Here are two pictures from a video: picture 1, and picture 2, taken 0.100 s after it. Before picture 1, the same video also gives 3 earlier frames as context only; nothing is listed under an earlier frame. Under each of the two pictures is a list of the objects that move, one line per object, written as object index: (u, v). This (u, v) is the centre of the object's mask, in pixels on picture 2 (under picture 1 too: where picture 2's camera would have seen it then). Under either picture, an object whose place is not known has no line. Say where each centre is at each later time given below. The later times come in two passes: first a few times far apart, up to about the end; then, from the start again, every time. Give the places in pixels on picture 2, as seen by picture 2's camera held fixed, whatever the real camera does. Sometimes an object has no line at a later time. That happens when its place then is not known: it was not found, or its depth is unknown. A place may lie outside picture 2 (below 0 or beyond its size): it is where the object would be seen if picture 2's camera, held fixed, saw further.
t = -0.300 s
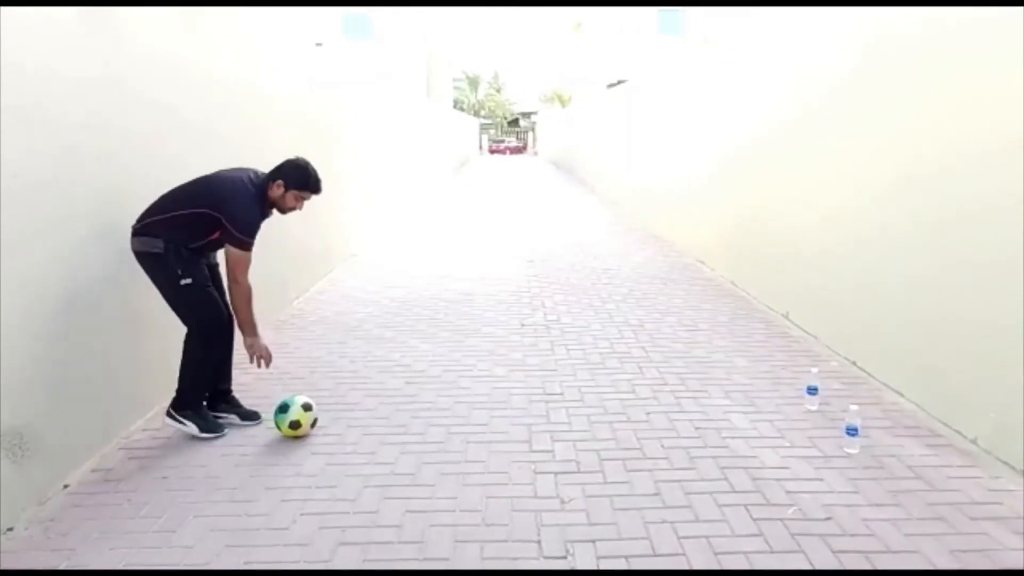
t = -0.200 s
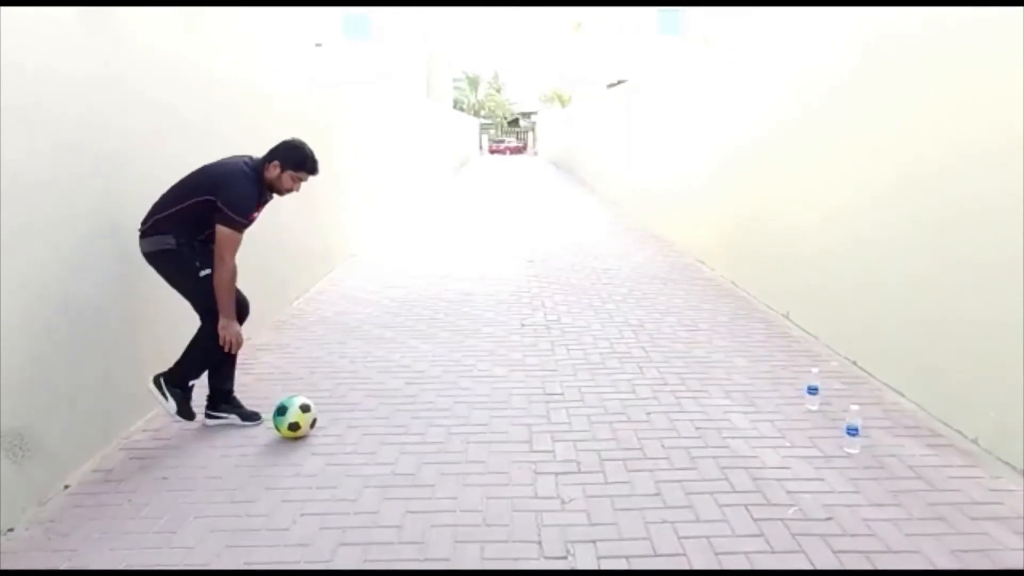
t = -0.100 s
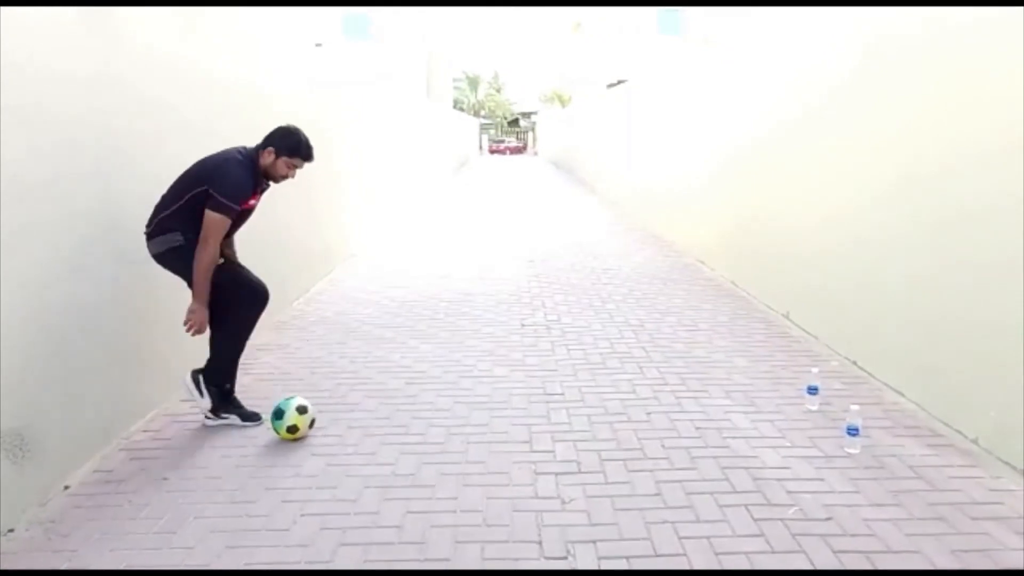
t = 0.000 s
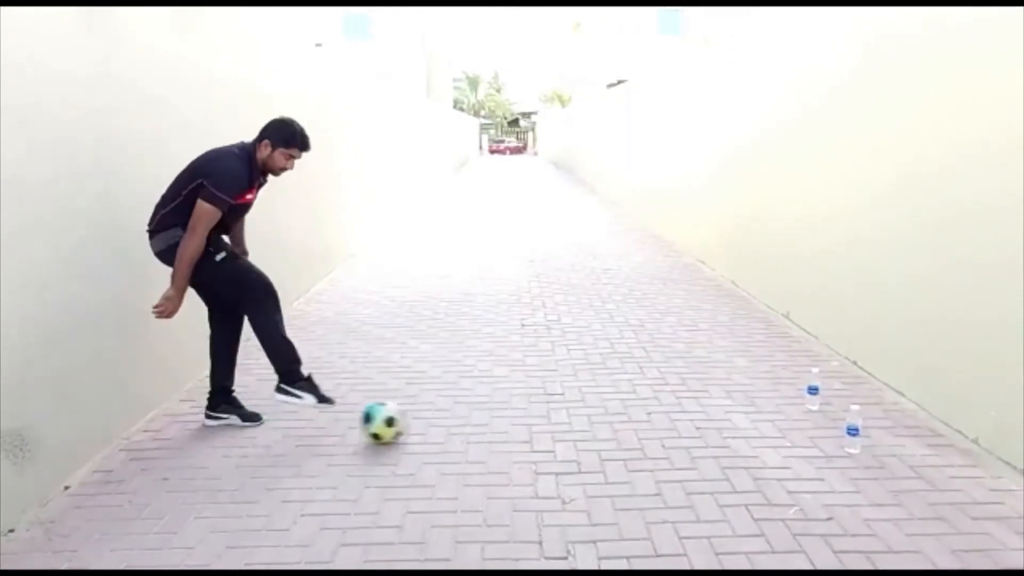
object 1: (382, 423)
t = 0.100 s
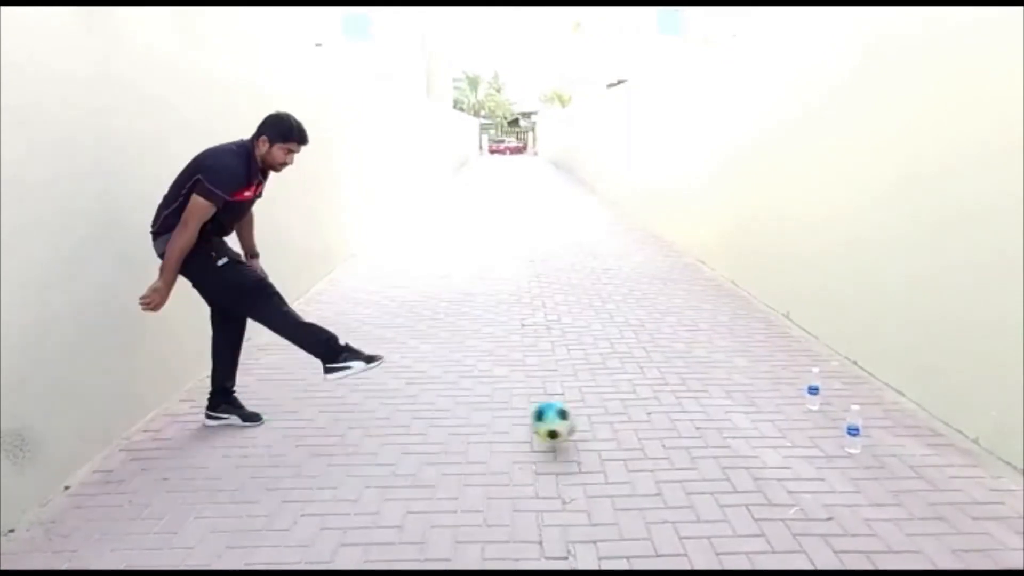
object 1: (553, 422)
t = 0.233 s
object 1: (754, 418)
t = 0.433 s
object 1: (815, 343)
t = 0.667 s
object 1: (771, 321)
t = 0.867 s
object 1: (727, 374)
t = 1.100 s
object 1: (724, 365)
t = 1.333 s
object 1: (740, 361)
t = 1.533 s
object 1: (750, 392)
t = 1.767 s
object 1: (762, 385)
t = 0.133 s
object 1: (607, 424)
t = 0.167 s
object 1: (659, 429)
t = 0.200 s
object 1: (708, 424)
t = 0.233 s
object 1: (754, 418)
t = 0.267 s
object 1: (801, 414)
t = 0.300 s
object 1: (835, 407)
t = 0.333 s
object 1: (829, 388)
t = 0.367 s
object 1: (825, 371)
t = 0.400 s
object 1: (820, 356)
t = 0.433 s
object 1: (815, 343)
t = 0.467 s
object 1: (810, 333)
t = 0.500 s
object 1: (805, 325)
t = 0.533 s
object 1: (800, 320)
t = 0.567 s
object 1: (794, 317)
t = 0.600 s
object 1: (787, 316)
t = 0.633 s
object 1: (779, 318)
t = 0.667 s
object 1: (771, 321)
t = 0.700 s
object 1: (763, 326)
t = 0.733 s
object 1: (755, 332)
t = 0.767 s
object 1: (747, 341)
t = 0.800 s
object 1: (740, 351)
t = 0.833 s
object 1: (733, 361)
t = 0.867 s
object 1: (727, 374)
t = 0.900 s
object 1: (720, 390)
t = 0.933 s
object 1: (714, 406)
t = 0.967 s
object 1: (713, 409)
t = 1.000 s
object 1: (716, 395)
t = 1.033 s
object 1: (718, 384)
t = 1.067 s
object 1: (721, 374)
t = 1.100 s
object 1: (724, 365)
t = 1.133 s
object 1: (726, 359)
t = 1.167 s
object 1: (729, 354)
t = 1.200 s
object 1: (731, 352)
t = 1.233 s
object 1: (734, 352)
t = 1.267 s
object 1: (736, 353)
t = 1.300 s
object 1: (738, 356)
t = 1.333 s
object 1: (740, 361)
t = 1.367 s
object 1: (741, 368)
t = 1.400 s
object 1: (743, 377)
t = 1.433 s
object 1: (744, 387)
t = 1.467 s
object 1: (746, 399)
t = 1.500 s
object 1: (748, 399)
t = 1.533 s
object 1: (750, 392)
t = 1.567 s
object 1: (752, 385)
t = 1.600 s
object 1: (753, 381)
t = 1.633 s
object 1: (755, 378)
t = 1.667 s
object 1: (757, 377)
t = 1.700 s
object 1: (759, 378)
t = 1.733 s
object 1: (761, 381)
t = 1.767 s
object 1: (762, 385)
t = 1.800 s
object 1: (763, 392)
